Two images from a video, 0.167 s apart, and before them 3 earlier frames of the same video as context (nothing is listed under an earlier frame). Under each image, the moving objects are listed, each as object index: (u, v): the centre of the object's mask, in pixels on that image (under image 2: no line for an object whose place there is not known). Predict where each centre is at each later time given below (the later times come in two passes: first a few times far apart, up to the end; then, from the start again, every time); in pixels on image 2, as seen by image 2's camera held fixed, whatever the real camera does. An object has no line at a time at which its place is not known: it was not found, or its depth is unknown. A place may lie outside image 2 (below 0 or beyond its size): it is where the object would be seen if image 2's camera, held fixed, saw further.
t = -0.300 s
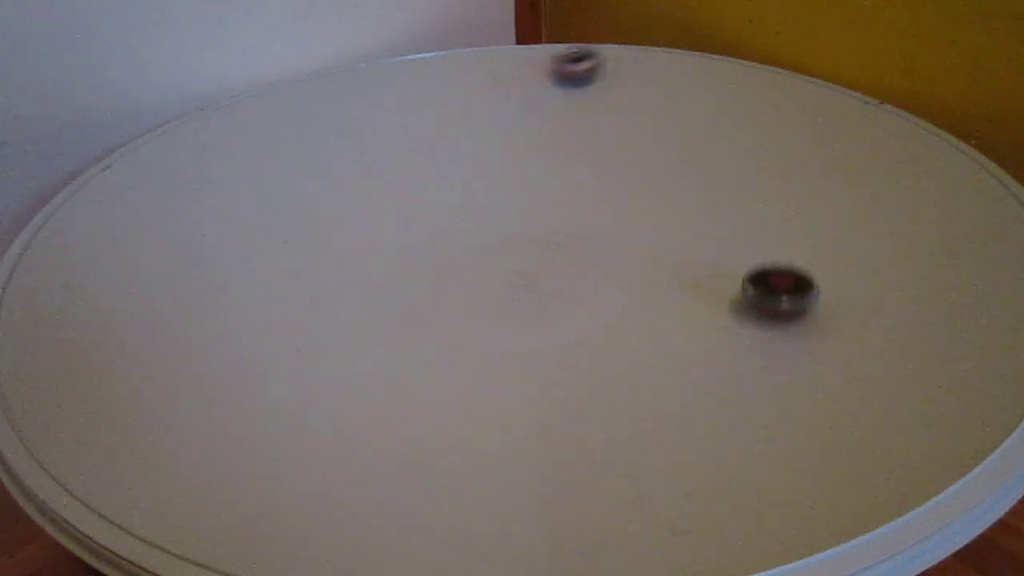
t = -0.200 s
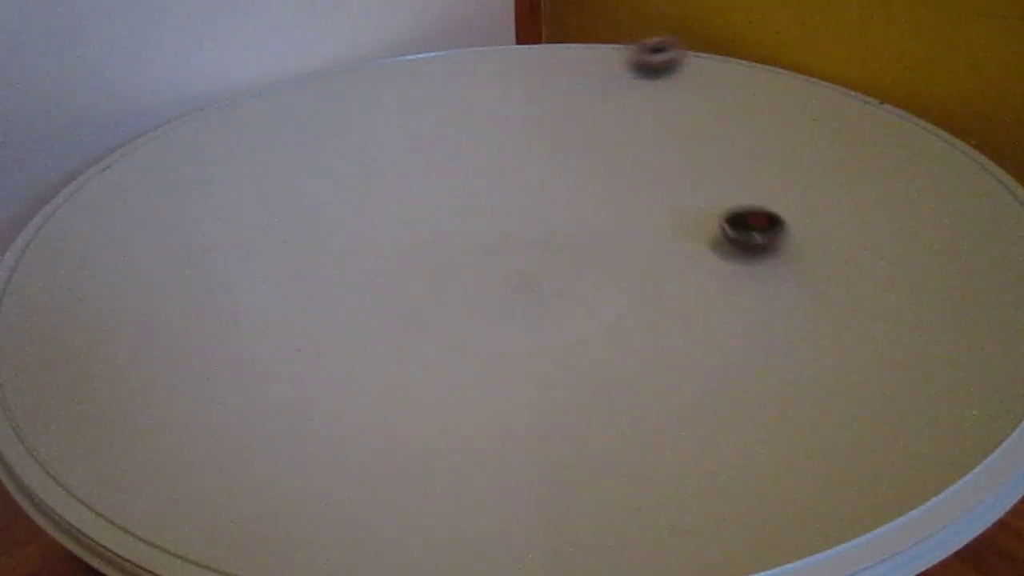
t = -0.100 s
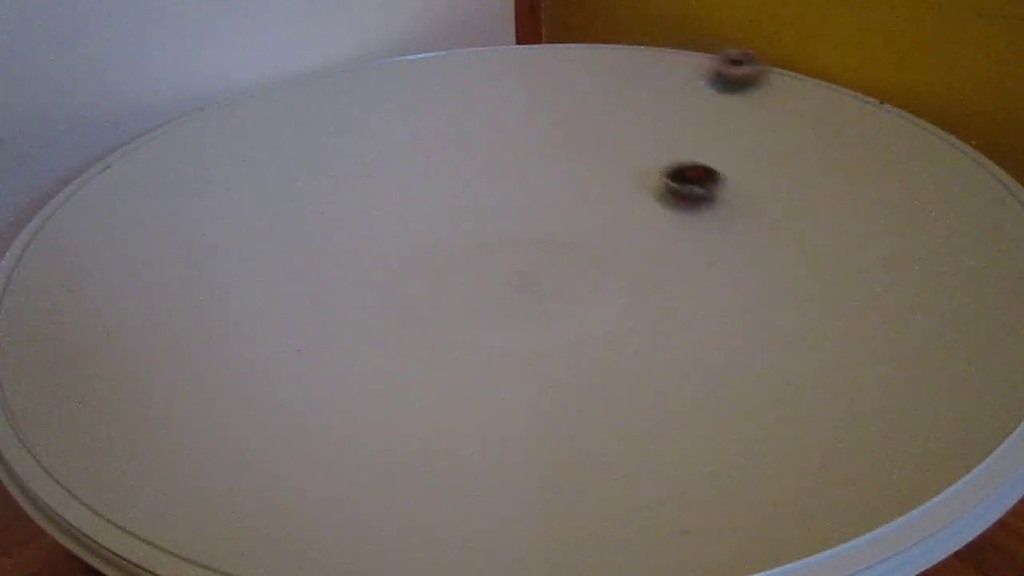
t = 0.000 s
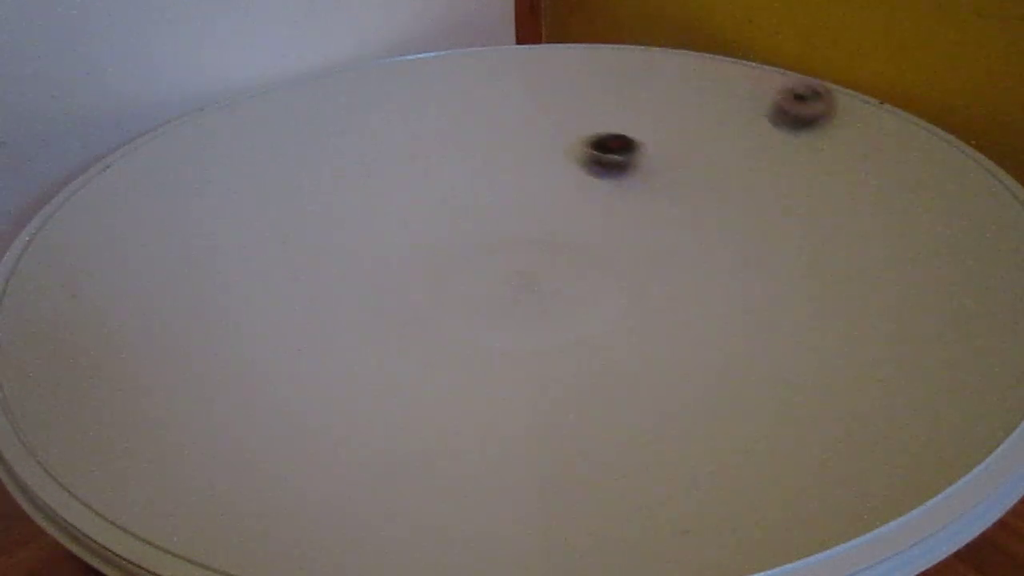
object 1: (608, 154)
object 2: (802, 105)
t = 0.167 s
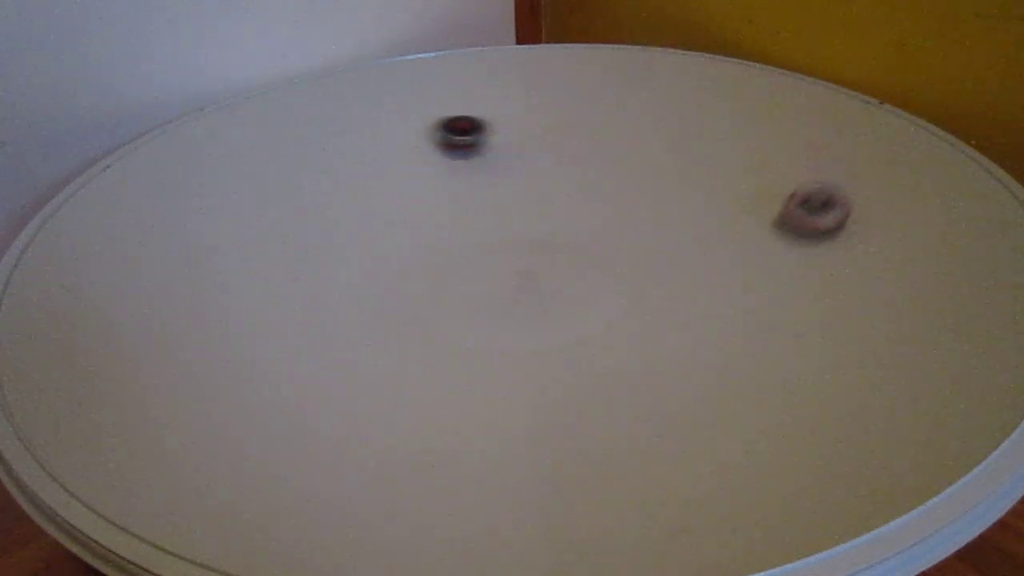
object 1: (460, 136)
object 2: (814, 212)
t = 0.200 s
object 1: (429, 137)
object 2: (797, 237)
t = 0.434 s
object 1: (243, 197)
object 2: (528, 336)
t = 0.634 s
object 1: (210, 319)
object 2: (301, 280)
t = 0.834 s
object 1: (419, 413)
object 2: (241, 162)
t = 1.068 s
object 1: (715, 340)
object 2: (354, 69)
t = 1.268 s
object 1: (754, 214)
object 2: (514, 83)
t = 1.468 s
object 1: (709, 123)
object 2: (547, 184)
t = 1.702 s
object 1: (783, 81)
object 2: (148, 270)
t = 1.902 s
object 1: (654, 130)
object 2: (31, 256)
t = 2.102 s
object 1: (528, 182)
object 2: (150, 257)
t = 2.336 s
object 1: (476, 247)
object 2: (344, 235)
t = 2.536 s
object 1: (481, 303)
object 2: (436, 256)
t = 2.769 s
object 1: (527, 372)
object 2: (417, 345)
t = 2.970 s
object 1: (619, 387)
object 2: (279, 367)
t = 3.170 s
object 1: (643, 373)
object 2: (230, 295)
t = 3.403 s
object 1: (646, 350)
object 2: (396, 255)
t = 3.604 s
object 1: (623, 330)
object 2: (541, 287)
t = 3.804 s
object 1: (688, 366)
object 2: (567, 259)
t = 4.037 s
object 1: (686, 344)
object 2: (646, 252)
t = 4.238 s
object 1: (655, 336)
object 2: (690, 291)
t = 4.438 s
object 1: (600, 342)
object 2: (651, 293)
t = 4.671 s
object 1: (554, 342)
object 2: (655, 245)
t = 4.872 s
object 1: (508, 329)
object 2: (670, 225)
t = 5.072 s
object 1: (405, 304)
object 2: (676, 225)
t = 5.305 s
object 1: (359, 292)
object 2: (628, 239)
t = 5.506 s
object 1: (351, 286)
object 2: (546, 222)
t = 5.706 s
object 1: (357, 279)
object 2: (530, 177)
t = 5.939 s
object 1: (376, 271)
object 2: (605, 184)
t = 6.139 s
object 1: (410, 261)
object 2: (551, 239)
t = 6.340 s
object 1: (406, 246)
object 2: (515, 235)
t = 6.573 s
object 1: (416, 246)
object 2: (473, 217)
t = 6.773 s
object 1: (432, 248)
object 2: (548, 219)
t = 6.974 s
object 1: (465, 245)
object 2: (540, 258)
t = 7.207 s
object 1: (465, 233)
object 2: (492, 318)
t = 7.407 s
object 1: (478, 230)
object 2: (414, 331)
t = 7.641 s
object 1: (493, 229)
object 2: (387, 266)
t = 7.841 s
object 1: (569, 223)
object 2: (400, 236)
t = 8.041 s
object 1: (626, 215)
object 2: (375, 217)
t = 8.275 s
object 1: (635, 216)
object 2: (443, 213)
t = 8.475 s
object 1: (633, 222)
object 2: (487, 257)
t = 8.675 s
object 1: (624, 232)
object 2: (469, 321)
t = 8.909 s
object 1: (594, 259)
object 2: (366, 356)
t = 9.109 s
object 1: (547, 312)
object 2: (308, 308)
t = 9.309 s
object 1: (507, 352)
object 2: (391, 267)
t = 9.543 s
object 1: (498, 361)
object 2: (515, 275)
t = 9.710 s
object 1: (490, 361)
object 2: (599, 299)
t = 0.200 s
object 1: (429, 137)
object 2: (797, 237)
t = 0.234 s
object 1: (398, 140)
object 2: (772, 260)
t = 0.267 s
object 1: (370, 145)
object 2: (740, 283)
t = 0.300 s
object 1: (341, 152)
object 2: (704, 301)
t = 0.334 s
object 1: (314, 161)
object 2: (666, 316)
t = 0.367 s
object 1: (288, 172)
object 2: (619, 327)
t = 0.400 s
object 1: (264, 183)
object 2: (574, 334)
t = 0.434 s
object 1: (243, 197)
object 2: (528, 336)
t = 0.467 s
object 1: (225, 215)
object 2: (483, 335)
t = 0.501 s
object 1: (211, 233)
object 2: (440, 330)
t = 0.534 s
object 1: (202, 255)
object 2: (399, 322)
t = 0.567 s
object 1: (199, 276)
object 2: (364, 311)
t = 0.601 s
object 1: (201, 298)
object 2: (328, 296)
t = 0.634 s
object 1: (210, 319)
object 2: (301, 280)
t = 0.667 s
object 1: (227, 341)
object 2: (277, 261)
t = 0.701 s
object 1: (253, 362)
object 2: (260, 242)
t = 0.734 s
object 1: (285, 381)
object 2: (248, 222)
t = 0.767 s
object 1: (326, 396)
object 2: (240, 200)
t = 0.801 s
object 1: (371, 407)
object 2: (239, 180)
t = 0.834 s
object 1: (419, 413)
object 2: (241, 162)
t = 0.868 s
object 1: (470, 415)
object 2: (248, 143)
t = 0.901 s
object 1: (521, 412)
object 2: (258, 127)
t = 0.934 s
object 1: (571, 405)
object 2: (271, 111)
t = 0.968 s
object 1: (615, 393)
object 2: (288, 97)
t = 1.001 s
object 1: (653, 377)
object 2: (308, 86)
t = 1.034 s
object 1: (687, 360)
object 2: (329, 77)
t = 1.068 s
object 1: (715, 340)
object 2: (354, 69)
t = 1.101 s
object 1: (736, 318)
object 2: (380, 65)
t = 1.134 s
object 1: (751, 297)
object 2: (406, 63)
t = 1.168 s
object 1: (760, 275)
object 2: (435, 65)
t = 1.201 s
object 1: (764, 253)
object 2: (461, 68)
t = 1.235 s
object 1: (762, 233)
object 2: (489, 74)
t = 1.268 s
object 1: (754, 214)
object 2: (514, 83)
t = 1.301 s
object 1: (743, 197)
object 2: (539, 93)
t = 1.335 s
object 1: (726, 182)
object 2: (562, 106)
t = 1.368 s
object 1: (707, 167)
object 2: (582, 121)
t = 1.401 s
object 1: (687, 155)
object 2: (601, 138)
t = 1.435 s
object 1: (671, 144)
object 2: (610, 156)
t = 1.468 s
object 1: (709, 123)
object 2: (547, 184)
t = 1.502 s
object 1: (741, 106)
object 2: (485, 206)
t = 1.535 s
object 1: (768, 91)
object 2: (425, 226)
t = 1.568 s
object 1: (788, 79)
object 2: (364, 243)
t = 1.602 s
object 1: (800, 71)
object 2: (308, 255)
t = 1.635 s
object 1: (800, 70)
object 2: (251, 263)
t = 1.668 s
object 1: (795, 75)
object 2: (196, 268)
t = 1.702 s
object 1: (783, 81)
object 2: (148, 270)
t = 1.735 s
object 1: (769, 88)
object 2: (107, 270)
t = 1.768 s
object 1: (750, 96)
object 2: (72, 267)
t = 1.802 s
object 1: (729, 104)
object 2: (47, 263)
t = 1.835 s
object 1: (705, 114)
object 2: (33, 258)
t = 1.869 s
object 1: (680, 122)
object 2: (29, 255)
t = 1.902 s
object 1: (654, 130)
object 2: (31, 256)
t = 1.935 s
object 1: (628, 139)
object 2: (36, 255)
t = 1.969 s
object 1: (605, 148)
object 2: (52, 256)
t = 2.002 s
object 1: (583, 156)
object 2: (69, 258)
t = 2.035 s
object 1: (562, 165)
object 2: (92, 258)
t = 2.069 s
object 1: (543, 174)
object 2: (120, 257)
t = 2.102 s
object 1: (528, 182)
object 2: (150, 257)
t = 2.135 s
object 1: (515, 191)
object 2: (181, 255)
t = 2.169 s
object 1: (504, 200)
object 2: (212, 251)
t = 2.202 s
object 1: (495, 209)
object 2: (243, 249)
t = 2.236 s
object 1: (487, 219)
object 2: (271, 245)
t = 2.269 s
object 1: (481, 230)
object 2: (298, 241)
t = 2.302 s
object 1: (477, 239)
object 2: (322, 237)
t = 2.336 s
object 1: (476, 247)
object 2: (344, 235)
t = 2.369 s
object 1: (476, 255)
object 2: (364, 233)
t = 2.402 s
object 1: (477, 263)
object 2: (381, 234)
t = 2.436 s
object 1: (478, 273)
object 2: (398, 237)
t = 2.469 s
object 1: (479, 283)
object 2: (413, 241)
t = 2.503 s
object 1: (480, 293)
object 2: (426, 249)
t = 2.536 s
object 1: (481, 303)
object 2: (436, 256)
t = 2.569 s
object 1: (483, 313)
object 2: (442, 265)
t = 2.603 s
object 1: (484, 323)
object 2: (443, 275)
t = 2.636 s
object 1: (486, 332)
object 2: (442, 289)
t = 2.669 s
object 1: (492, 343)
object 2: (441, 304)
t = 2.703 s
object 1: (501, 353)
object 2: (437, 320)
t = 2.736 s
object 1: (513, 363)
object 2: (430, 334)
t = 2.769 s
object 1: (527, 372)
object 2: (417, 345)
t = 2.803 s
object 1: (543, 378)
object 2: (401, 356)
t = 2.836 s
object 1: (562, 384)
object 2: (381, 364)
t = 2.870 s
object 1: (580, 387)
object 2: (358, 370)
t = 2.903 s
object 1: (596, 389)
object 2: (333, 372)
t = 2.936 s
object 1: (609, 389)
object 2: (306, 371)
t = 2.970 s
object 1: (619, 387)
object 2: (279, 367)
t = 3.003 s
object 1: (626, 385)
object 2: (257, 360)
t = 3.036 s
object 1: (630, 383)
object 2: (238, 350)
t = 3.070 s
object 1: (634, 381)
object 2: (225, 337)
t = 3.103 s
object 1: (637, 379)
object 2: (219, 323)
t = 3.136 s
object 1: (640, 376)
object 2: (221, 309)
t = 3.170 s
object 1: (643, 373)
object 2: (230, 295)
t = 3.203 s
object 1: (645, 371)
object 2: (246, 283)
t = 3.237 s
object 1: (647, 367)
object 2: (266, 274)
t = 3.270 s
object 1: (648, 365)
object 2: (289, 266)
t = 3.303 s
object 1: (649, 361)
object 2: (314, 261)
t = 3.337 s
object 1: (649, 358)
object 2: (341, 257)
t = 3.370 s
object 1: (649, 354)
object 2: (369, 255)
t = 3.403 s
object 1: (646, 350)
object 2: (396, 255)
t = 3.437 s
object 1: (644, 347)
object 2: (425, 258)
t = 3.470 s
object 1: (641, 343)
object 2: (450, 260)
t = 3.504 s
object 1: (636, 340)
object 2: (472, 264)
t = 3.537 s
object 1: (633, 336)
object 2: (495, 271)
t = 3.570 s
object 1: (627, 334)
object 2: (518, 278)
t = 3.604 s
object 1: (623, 330)
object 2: (541, 287)
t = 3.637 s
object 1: (619, 328)
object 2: (562, 294)
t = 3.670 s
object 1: (629, 335)
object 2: (570, 293)
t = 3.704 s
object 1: (652, 348)
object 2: (565, 281)
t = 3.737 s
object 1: (669, 358)
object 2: (562, 272)
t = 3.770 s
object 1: (681, 364)
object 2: (562, 265)
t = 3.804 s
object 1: (688, 366)
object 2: (567, 259)
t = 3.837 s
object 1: (692, 366)
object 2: (573, 256)
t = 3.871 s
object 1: (692, 363)
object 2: (582, 253)
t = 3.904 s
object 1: (692, 359)
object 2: (594, 251)
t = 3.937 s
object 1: (691, 356)
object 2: (607, 249)
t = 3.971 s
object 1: (690, 352)
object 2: (621, 248)
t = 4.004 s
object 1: (688, 349)
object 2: (633, 249)
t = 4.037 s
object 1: (686, 344)
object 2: (646, 252)
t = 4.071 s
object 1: (684, 340)
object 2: (659, 259)
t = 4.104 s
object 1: (681, 336)
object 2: (670, 266)
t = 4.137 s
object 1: (677, 333)
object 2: (679, 275)
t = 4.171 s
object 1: (673, 328)
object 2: (686, 282)
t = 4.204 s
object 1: (665, 331)
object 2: (691, 288)
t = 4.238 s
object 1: (655, 336)
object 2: (690, 291)
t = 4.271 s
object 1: (645, 338)
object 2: (688, 294)
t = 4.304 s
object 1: (638, 337)
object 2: (683, 298)
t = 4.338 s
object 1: (630, 337)
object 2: (676, 301)
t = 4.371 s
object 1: (621, 337)
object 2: (667, 302)
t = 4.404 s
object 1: (613, 338)
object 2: (658, 300)
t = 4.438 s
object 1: (600, 342)
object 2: (651, 293)
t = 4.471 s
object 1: (589, 344)
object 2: (649, 284)
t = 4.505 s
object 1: (580, 345)
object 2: (649, 276)
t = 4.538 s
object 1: (573, 345)
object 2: (649, 269)
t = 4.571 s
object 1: (568, 345)
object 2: (649, 263)
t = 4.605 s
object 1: (564, 344)
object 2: (651, 256)
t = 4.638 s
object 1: (559, 343)
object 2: (653, 251)
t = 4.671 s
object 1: (554, 342)
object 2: (655, 245)
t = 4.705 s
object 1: (549, 341)
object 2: (657, 241)
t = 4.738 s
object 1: (543, 339)
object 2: (660, 237)
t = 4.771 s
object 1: (535, 337)
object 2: (663, 233)
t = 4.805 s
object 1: (528, 335)
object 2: (665, 230)
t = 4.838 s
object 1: (519, 332)
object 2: (668, 227)
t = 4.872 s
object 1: (508, 329)
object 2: (670, 225)
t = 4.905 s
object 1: (494, 325)
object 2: (672, 224)
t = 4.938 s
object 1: (473, 321)
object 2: (674, 222)
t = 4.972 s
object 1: (448, 316)
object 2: (675, 222)
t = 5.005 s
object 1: (429, 310)
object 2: (676, 223)
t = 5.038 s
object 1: (417, 306)
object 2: (677, 224)
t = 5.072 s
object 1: (405, 304)
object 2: (676, 225)
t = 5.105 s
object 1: (394, 301)
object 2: (674, 227)
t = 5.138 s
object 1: (384, 299)
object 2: (669, 229)
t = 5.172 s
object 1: (375, 296)
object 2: (664, 232)
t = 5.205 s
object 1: (369, 295)
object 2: (656, 235)
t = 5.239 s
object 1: (364, 294)
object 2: (648, 237)
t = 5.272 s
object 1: (361, 293)
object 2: (638, 238)
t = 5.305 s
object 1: (359, 292)
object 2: (628, 239)
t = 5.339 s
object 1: (356, 291)
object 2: (616, 240)
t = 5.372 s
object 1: (355, 290)
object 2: (603, 240)
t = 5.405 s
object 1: (354, 289)
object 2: (591, 238)
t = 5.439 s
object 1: (352, 288)
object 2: (577, 234)
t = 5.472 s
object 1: (351, 287)
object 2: (562, 228)
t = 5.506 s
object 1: (351, 286)
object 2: (546, 222)
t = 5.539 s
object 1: (351, 284)
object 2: (534, 214)
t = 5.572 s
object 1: (351, 283)
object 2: (526, 206)
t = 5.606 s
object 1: (352, 282)
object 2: (522, 199)
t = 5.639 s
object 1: (353, 281)
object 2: (522, 191)
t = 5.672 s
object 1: (355, 280)
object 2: (525, 183)
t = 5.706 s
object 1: (357, 279)
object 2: (530, 177)
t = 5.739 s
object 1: (359, 277)
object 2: (538, 170)
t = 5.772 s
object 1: (361, 276)
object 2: (548, 166)
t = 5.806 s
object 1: (363, 275)
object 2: (561, 165)
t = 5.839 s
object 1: (366, 274)
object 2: (574, 165)
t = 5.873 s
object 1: (369, 273)
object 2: (587, 168)
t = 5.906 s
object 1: (373, 272)
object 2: (598, 176)
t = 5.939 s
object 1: (376, 271)
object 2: (605, 184)
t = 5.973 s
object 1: (380, 269)
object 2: (607, 196)
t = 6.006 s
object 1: (384, 268)
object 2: (604, 206)
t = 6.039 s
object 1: (389, 267)
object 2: (595, 217)
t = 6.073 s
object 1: (395, 265)
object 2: (584, 227)
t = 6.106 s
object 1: (401, 263)
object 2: (569, 234)
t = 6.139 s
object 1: (410, 261)
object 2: (551, 239)
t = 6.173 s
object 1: (421, 258)
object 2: (530, 242)
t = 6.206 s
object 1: (433, 254)
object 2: (509, 244)
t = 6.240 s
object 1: (430, 250)
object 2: (507, 243)
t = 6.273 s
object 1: (418, 247)
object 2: (514, 239)
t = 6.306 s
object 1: (410, 246)
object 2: (516, 237)
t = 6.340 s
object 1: (406, 246)
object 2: (515, 235)
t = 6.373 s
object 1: (406, 245)
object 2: (509, 233)
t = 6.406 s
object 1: (406, 245)
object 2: (499, 231)
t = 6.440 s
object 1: (408, 245)
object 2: (487, 229)
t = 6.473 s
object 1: (410, 245)
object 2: (476, 226)
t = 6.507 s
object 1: (412, 245)
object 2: (470, 223)
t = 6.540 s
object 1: (413, 245)
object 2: (469, 220)
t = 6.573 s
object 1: (416, 246)
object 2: (473, 217)
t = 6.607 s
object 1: (418, 246)
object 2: (481, 214)
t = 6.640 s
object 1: (421, 247)
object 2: (493, 211)
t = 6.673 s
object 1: (423, 247)
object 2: (506, 209)
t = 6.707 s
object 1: (426, 248)
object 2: (522, 211)
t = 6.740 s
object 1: (429, 248)
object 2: (536, 214)
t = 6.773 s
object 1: (432, 248)
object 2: (548, 219)
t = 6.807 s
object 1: (435, 249)
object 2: (558, 227)
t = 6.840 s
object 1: (440, 249)
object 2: (563, 233)
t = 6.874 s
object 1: (447, 248)
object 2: (563, 239)
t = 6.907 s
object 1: (453, 247)
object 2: (559, 245)
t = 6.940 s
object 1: (459, 246)
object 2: (550, 252)
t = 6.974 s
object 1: (465, 245)
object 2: (540, 258)
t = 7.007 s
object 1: (469, 245)
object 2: (527, 265)
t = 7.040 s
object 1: (466, 242)
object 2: (523, 272)
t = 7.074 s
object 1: (461, 238)
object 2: (522, 282)
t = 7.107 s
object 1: (460, 236)
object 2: (518, 292)
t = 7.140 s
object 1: (461, 234)
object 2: (511, 300)
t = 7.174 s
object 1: (463, 234)
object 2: (501, 308)
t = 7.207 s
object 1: (465, 233)
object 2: (492, 318)
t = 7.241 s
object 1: (466, 232)
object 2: (482, 326)
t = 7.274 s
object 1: (469, 232)
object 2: (474, 333)
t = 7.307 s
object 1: (471, 231)
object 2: (461, 336)
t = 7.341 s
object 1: (473, 231)
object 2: (447, 338)
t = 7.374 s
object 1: (476, 231)
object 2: (431, 336)
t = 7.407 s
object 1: (478, 230)
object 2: (414, 331)
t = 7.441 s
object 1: (480, 230)
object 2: (398, 325)
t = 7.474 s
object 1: (482, 230)
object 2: (385, 316)
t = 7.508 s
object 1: (485, 229)
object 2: (376, 306)
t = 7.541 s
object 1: (487, 229)
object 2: (373, 296)
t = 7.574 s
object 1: (489, 229)
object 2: (373, 286)
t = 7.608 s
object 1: (491, 229)
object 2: (378, 276)
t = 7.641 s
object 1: (493, 229)
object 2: (387, 266)
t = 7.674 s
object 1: (495, 229)
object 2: (398, 259)
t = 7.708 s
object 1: (497, 229)
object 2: (411, 251)
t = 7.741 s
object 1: (499, 230)
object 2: (426, 245)
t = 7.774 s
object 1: (504, 229)
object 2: (436, 242)
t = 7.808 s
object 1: (539, 226)
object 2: (417, 239)
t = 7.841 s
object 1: (569, 223)
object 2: (400, 236)
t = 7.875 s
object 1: (593, 220)
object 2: (390, 234)
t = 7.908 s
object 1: (609, 218)
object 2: (382, 231)
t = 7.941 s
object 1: (619, 217)
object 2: (376, 228)
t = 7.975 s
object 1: (622, 216)
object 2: (373, 224)
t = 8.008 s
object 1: (624, 216)
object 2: (373, 220)
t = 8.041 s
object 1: (626, 215)
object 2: (375, 217)
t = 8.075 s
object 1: (628, 215)
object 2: (380, 214)
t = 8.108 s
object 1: (629, 215)
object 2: (387, 211)
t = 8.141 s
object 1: (631, 215)
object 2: (397, 209)
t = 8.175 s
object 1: (632, 215)
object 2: (407, 208)
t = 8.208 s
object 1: (633, 215)
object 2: (419, 208)
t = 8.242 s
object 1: (634, 215)
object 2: (432, 210)
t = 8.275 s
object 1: (635, 216)
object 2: (443, 213)
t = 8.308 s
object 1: (635, 217)
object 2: (458, 219)
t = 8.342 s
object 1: (635, 218)
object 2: (469, 225)
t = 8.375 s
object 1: (635, 219)
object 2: (479, 232)
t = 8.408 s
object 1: (634, 220)
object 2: (484, 239)
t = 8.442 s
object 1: (634, 221)
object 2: (487, 247)
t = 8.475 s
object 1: (633, 222)
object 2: (487, 257)
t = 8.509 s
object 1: (632, 224)
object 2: (486, 267)
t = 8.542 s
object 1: (631, 225)
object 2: (484, 277)
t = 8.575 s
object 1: (629, 227)
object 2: (481, 287)
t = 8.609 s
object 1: (628, 229)
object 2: (477, 298)
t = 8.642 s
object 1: (626, 230)
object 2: (473, 309)
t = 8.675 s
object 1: (624, 232)
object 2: (469, 321)
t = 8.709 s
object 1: (622, 233)
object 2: (465, 332)
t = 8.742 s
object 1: (619, 235)
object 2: (456, 340)
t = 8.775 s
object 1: (616, 238)
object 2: (443, 347)
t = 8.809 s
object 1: (612, 241)
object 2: (426, 353)
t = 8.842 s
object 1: (607, 245)
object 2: (407, 356)
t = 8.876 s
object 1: (601, 250)
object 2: (386, 357)
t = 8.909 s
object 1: (594, 259)
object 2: (366, 356)
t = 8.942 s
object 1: (587, 268)
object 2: (347, 352)
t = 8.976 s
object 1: (580, 277)
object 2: (331, 346)
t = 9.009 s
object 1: (572, 285)
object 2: (318, 338)
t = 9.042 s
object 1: (565, 294)
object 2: (310, 329)
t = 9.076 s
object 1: (557, 303)
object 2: (307, 318)
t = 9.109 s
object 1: (547, 312)
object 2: (308, 308)
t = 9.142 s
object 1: (537, 322)
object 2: (315, 298)
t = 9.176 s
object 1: (527, 332)
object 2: (325, 289)
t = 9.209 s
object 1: (518, 338)
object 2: (339, 281)
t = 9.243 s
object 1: (514, 343)
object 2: (355, 275)
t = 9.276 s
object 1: (510, 348)
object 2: (372, 270)
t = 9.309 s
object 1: (507, 352)
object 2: (391, 267)
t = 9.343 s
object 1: (506, 355)
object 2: (410, 264)
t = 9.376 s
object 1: (504, 356)
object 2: (429, 263)
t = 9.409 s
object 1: (503, 358)
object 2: (446, 263)
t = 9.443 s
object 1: (502, 359)
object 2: (461, 265)
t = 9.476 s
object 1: (501, 360)
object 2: (480, 268)
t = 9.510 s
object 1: (500, 361)
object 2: (498, 272)
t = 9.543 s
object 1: (498, 361)
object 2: (515, 275)
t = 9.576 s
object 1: (497, 361)
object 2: (533, 279)
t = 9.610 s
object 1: (495, 362)
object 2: (550, 284)
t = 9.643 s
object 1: (493, 362)
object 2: (566, 288)
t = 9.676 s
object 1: (492, 361)
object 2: (582, 294)
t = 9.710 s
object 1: (490, 361)
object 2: (599, 299)
